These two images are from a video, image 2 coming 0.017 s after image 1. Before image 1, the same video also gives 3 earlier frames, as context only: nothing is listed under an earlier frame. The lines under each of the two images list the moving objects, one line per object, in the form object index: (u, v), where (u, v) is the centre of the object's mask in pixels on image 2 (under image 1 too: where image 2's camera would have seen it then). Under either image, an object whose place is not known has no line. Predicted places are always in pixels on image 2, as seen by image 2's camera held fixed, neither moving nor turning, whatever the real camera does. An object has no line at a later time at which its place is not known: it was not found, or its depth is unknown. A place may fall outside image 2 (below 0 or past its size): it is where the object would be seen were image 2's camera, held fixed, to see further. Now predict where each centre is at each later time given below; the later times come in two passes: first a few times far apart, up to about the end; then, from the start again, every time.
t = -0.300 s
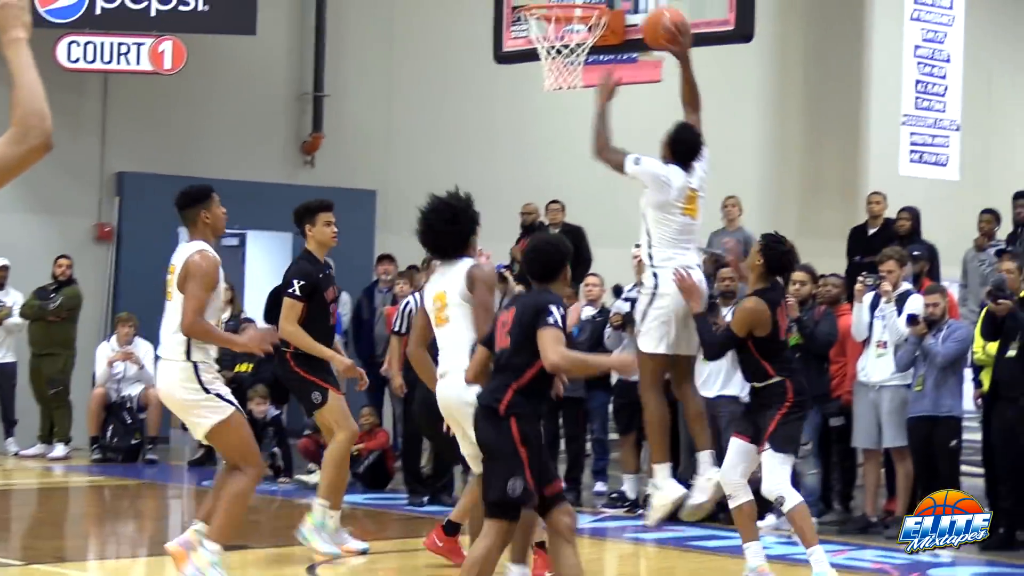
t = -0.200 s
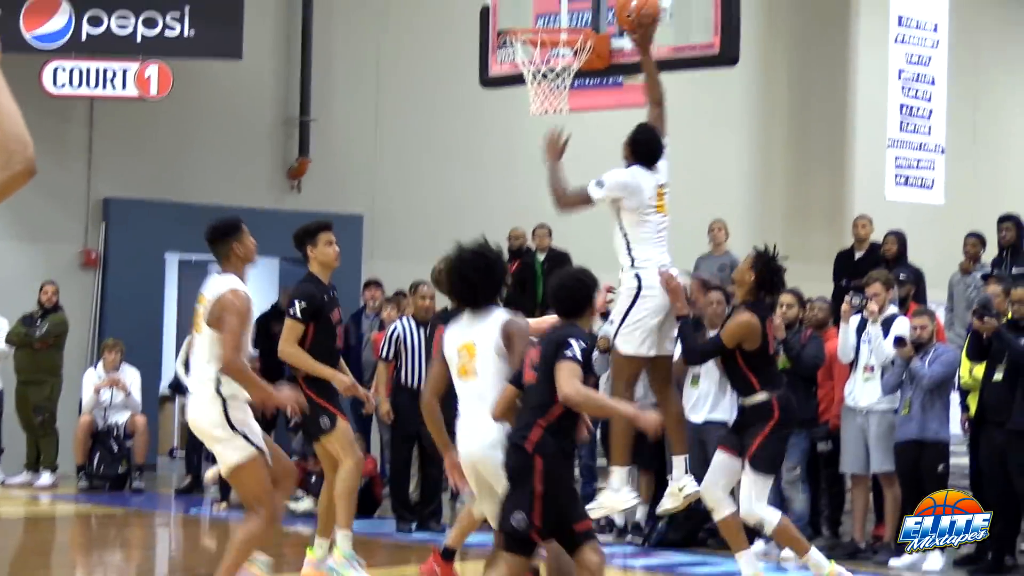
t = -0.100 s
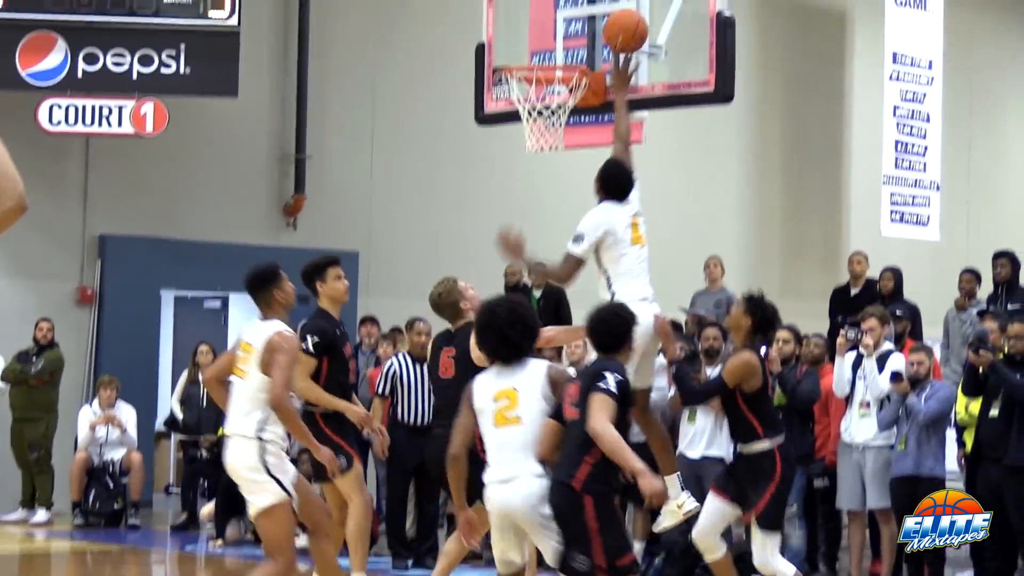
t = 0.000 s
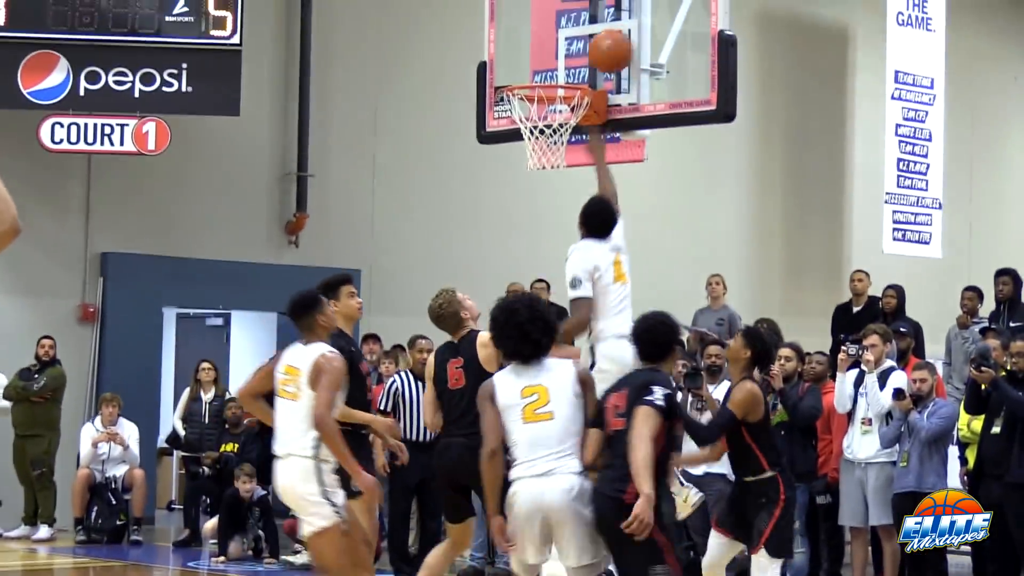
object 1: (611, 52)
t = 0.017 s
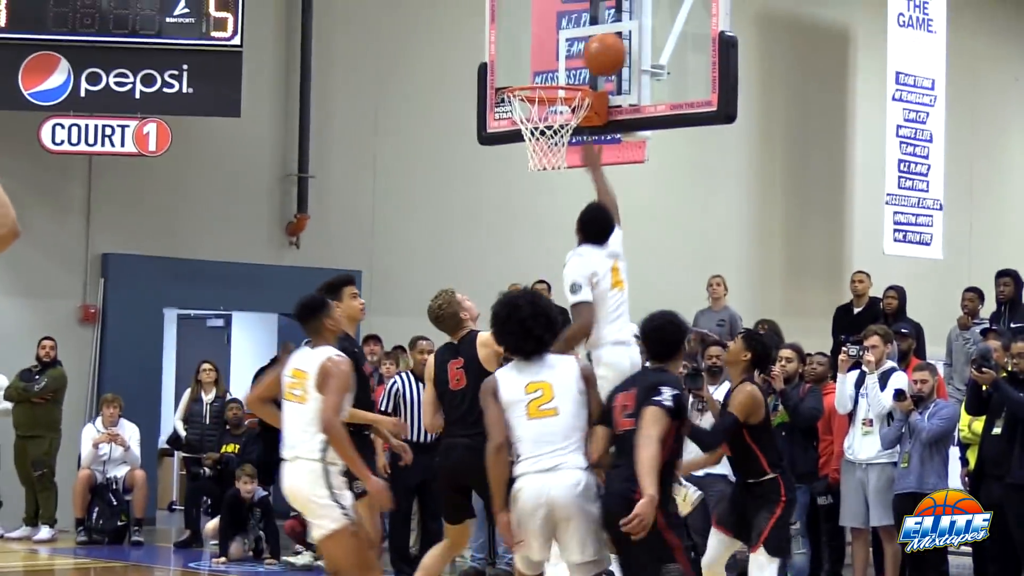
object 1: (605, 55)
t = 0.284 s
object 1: (521, 147)
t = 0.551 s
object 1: (515, 207)
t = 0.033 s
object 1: (599, 57)
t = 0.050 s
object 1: (593, 61)
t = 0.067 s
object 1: (587, 64)
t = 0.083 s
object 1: (581, 68)
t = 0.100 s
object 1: (575, 70)
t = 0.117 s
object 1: (569, 78)
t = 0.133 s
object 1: (561, 85)
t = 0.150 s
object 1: (556, 90)
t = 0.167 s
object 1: (550, 97)
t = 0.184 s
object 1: (543, 107)
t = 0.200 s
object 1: (538, 110)
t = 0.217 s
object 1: (530, 118)
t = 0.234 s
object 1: (527, 125)
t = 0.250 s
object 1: (523, 129)
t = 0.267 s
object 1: (520, 131)
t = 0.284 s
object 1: (521, 147)
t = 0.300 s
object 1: (519, 144)
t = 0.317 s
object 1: (520, 142)
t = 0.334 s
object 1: (520, 142)
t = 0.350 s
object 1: (520, 142)
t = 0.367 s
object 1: (519, 144)
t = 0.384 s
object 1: (518, 147)
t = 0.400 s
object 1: (518, 150)
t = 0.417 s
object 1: (518, 154)
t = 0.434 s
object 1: (517, 158)
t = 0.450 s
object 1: (517, 164)
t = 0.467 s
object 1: (517, 170)
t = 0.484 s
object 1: (516, 176)
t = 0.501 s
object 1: (516, 183)
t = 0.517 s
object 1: (515, 190)
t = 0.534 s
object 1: (515, 199)
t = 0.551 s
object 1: (515, 207)
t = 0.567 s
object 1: (514, 216)
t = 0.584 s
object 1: (514, 226)
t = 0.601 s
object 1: (513, 236)
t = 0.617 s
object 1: (513, 246)
